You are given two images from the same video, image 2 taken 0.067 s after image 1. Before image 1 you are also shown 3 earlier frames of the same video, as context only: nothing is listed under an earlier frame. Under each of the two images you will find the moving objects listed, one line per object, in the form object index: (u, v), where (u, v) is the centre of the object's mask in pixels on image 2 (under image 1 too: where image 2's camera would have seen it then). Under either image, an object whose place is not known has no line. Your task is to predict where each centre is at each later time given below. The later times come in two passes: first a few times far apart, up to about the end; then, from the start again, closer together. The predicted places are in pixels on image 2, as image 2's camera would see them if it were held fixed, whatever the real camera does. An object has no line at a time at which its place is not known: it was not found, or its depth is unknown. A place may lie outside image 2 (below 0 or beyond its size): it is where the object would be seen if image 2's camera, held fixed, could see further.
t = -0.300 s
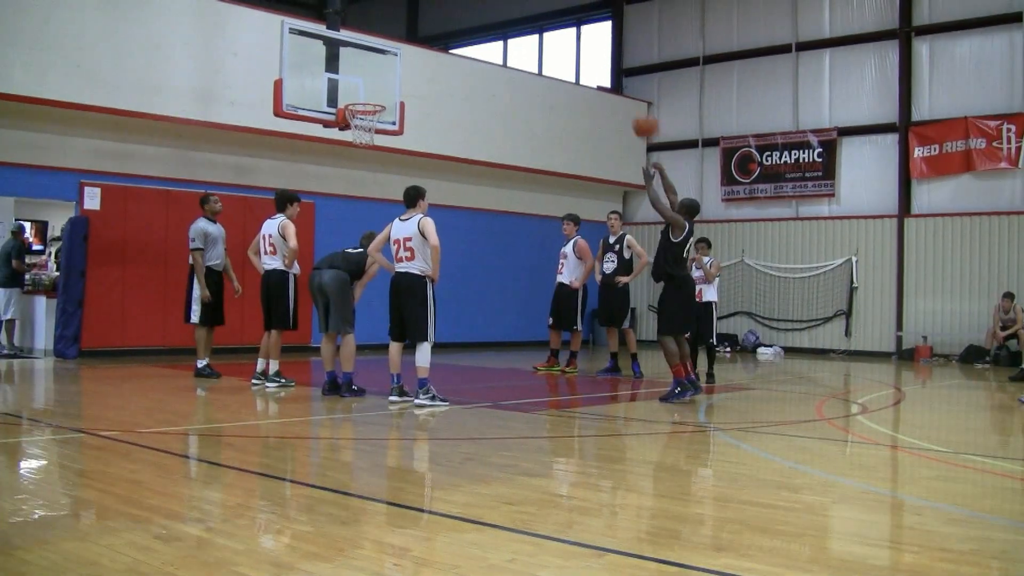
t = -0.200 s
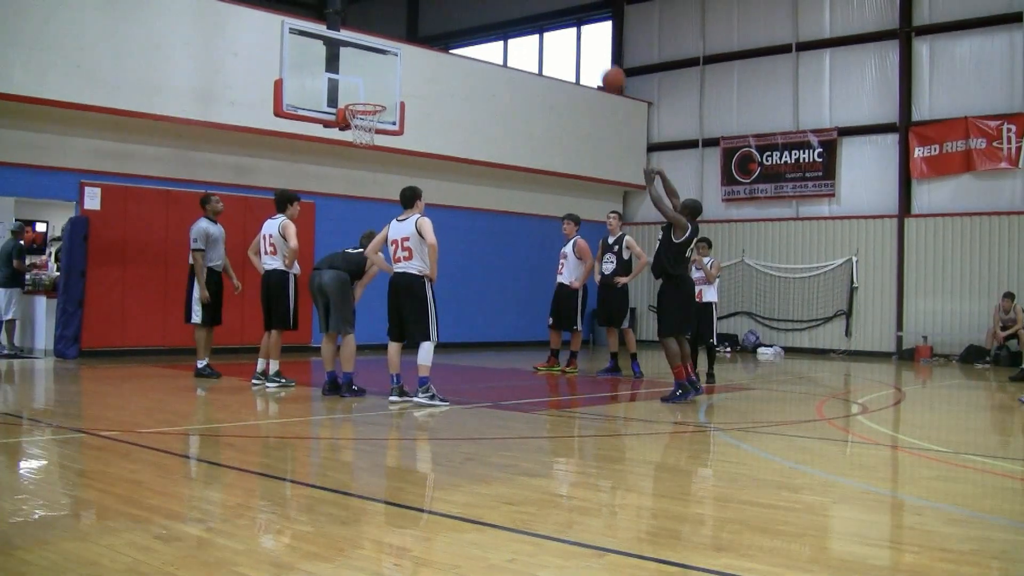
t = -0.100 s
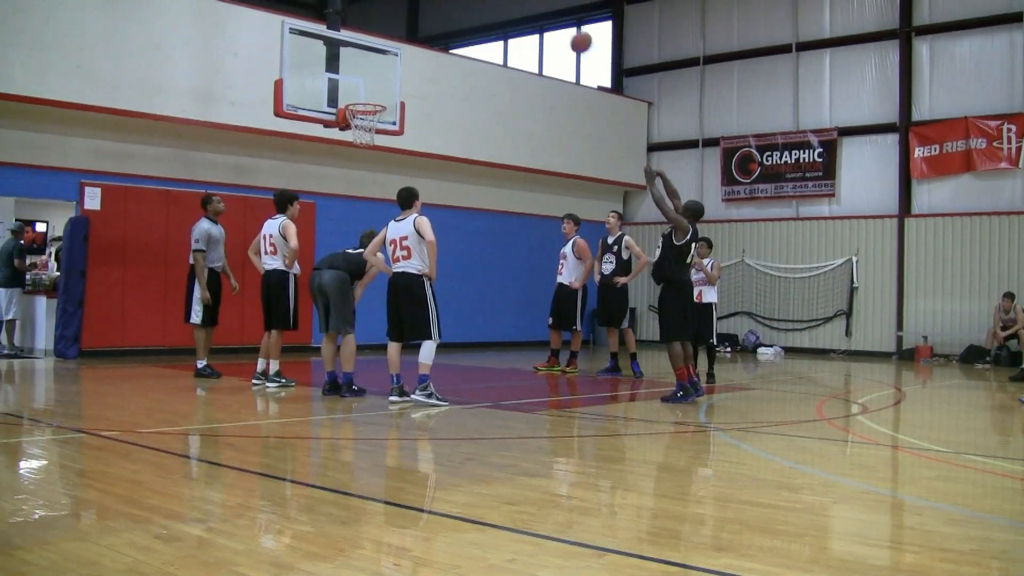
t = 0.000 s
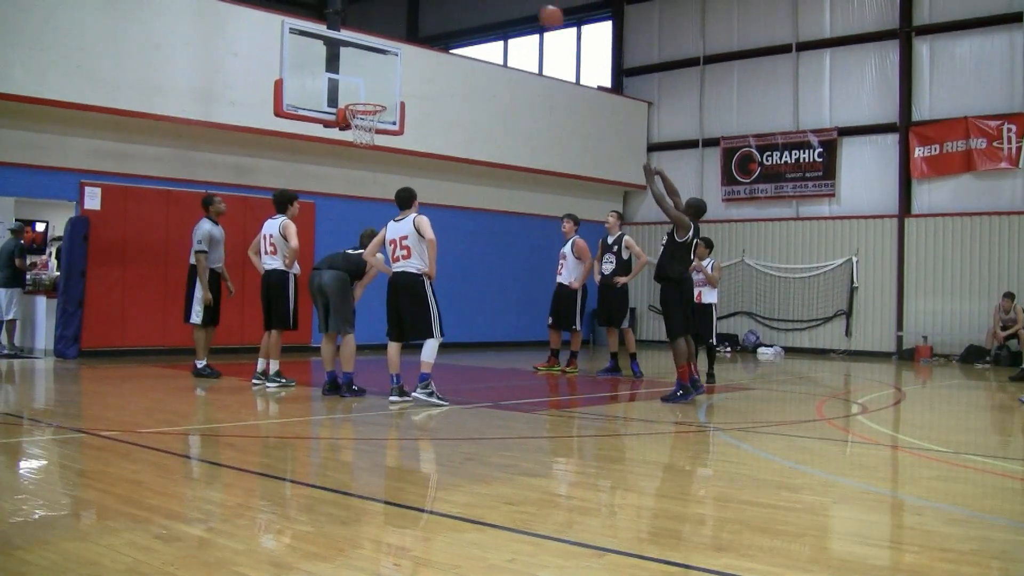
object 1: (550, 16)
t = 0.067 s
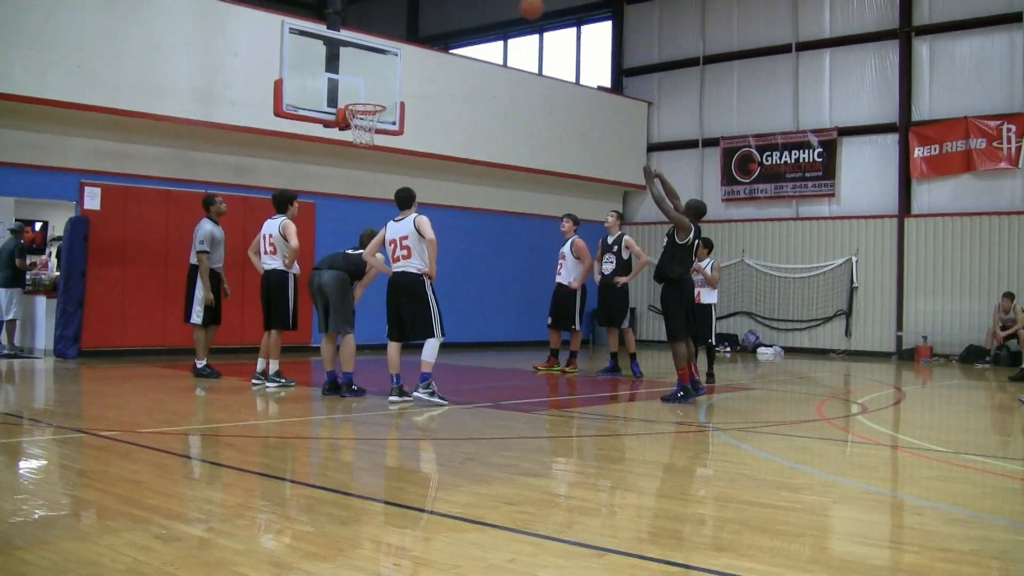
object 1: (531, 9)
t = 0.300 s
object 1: (467, 7)
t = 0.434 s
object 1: (433, 23)
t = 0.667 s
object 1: (378, 91)
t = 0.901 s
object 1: (358, 90)
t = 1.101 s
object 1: (357, 76)
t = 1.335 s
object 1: (354, 100)
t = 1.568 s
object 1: (376, 125)
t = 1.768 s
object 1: (373, 139)
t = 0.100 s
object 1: (522, 6)
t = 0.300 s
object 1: (467, 7)
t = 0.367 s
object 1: (450, 12)
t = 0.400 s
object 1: (442, 16)
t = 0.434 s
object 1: (433, 23)
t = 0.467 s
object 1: (425, 30)
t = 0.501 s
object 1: (418, 38)
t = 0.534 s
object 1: (409, 47)
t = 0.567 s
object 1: (401, 58)
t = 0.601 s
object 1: (393, 68)
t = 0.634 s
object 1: (385, 80)
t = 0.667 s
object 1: (378, 91)
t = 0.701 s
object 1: (373, 95)
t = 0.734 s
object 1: (369, 95)
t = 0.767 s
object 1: (365, 96)
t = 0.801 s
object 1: (361, 97)
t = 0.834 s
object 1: (358, 100)
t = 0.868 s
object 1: (358, 95)
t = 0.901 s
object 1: (358, 90)
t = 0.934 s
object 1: (357, 85)
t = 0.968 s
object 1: (358, 82)
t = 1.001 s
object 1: (357, 79)
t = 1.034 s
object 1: (357, 77)
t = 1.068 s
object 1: (357, 76)
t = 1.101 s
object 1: (357, 76)
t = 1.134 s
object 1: (357, 77)
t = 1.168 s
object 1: (356, 78)
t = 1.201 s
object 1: (356, 81)
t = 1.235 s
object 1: (356, 84)
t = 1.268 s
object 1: (355, 89)
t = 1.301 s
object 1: (355, 94)
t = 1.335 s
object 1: (354, 100)
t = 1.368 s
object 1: (356, 101)
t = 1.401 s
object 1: (361, 105)
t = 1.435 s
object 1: (363, 109)
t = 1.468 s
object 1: (367, 113)
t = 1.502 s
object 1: (372, 117)
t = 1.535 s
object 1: (375, 124)
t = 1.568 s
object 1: (376, 125)
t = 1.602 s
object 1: (377, 127)
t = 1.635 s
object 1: (378, 128)
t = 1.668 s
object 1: (378, 129)
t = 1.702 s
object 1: (376, 131)
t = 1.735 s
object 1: (375, 134)
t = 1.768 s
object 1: (373, 139)
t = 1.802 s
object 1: (370, 141)
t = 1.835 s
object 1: (368, 144)
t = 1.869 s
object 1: (366, 149)
